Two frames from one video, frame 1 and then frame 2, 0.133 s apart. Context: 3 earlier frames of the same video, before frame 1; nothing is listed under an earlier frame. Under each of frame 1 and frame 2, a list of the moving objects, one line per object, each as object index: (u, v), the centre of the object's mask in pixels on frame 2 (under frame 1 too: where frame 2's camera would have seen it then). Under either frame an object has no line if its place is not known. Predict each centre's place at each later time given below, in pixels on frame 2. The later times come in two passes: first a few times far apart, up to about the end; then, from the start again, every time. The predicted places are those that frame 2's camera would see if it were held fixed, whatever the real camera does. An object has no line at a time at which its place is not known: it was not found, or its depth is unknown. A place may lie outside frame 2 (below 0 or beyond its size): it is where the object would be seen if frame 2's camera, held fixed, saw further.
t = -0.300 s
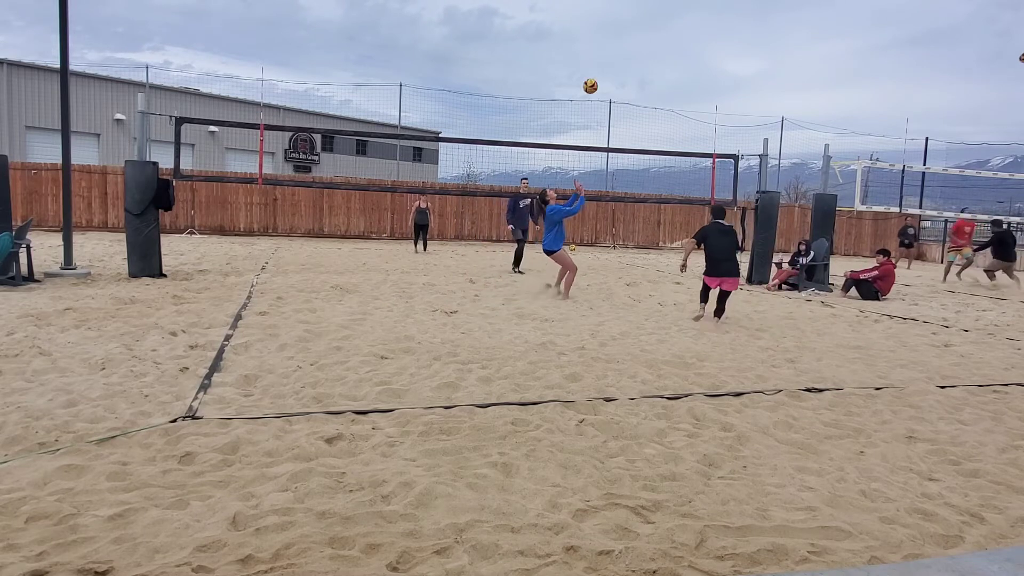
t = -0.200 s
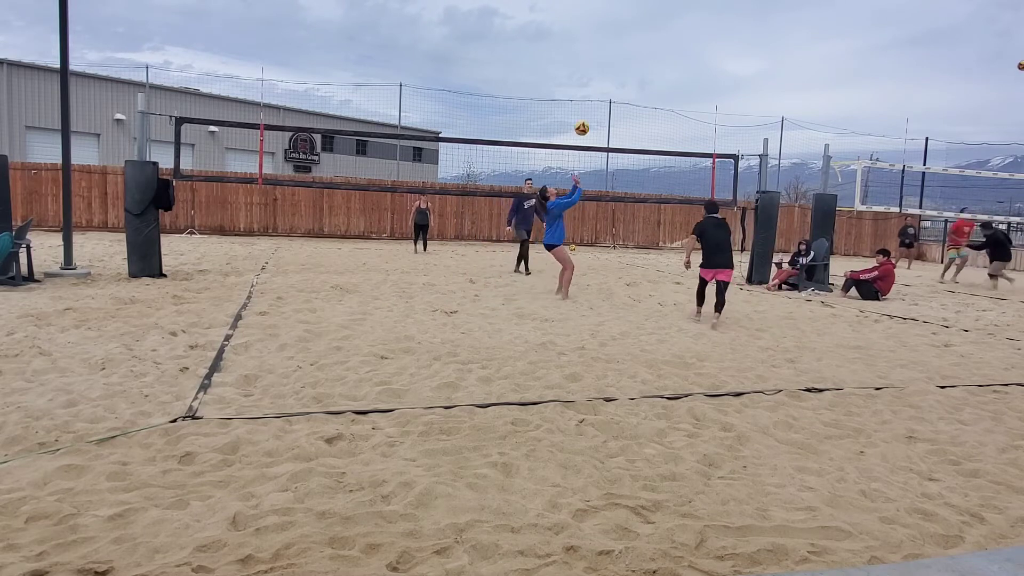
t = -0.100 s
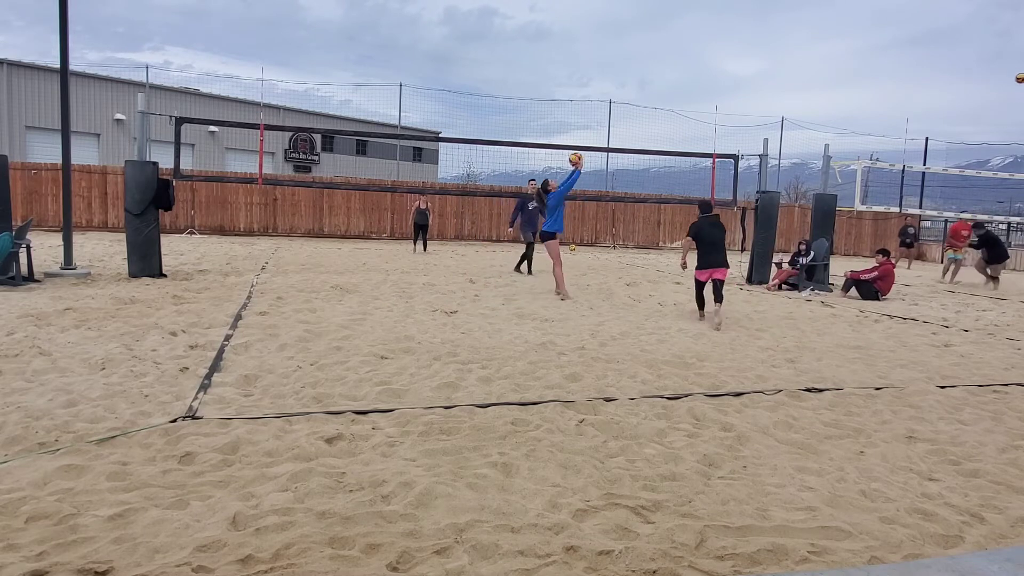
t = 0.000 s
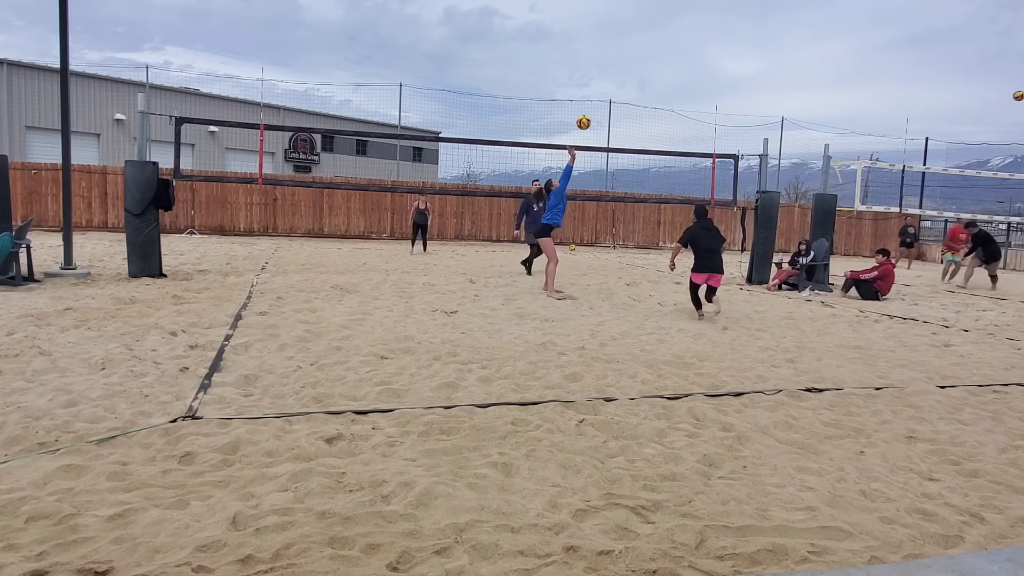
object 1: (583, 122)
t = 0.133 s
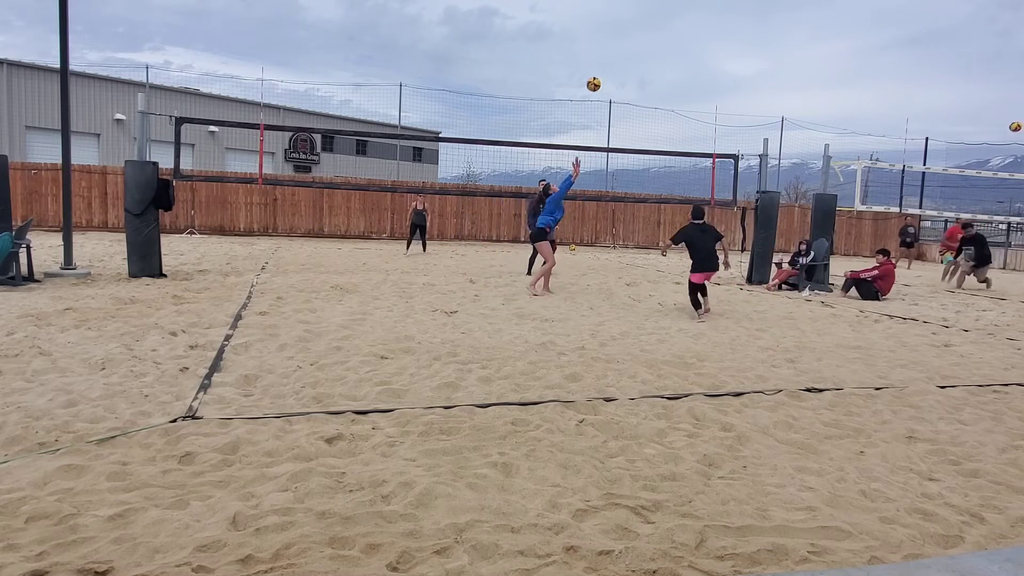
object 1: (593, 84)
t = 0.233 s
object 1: (600, 64)
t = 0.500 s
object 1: (618, 44)
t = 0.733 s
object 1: (631, 65)
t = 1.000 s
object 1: (644, 130)
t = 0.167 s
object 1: (596, 76)
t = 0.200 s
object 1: (598, 70)
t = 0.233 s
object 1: (600, 64)
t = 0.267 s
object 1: (603, 58)
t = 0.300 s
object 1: (605, 54)
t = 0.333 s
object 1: (607, 51)
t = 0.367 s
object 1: (609, 48)
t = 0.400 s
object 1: (612, 46)
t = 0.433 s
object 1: (614, 44)
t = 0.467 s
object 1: (616, 44)
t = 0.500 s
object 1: (618, 44)
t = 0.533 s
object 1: (620, 45)
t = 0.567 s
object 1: (622, 47)
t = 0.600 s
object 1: (624, 49)
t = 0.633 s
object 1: (626, 52)
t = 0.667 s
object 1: (628, 56)
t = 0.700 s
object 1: (629, 60)
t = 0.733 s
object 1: (631, 65)
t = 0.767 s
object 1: (633, 71)
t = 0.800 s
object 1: (635, 78)
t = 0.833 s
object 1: (636, 84)
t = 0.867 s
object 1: (638, 92)
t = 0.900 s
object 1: (640, 101)
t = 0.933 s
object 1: (641, 110)
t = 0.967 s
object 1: (643, 119)
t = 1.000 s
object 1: (644, 130)
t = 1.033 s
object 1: (646, 140)
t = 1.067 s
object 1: (647, 152)
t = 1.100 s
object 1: (649, 164)
